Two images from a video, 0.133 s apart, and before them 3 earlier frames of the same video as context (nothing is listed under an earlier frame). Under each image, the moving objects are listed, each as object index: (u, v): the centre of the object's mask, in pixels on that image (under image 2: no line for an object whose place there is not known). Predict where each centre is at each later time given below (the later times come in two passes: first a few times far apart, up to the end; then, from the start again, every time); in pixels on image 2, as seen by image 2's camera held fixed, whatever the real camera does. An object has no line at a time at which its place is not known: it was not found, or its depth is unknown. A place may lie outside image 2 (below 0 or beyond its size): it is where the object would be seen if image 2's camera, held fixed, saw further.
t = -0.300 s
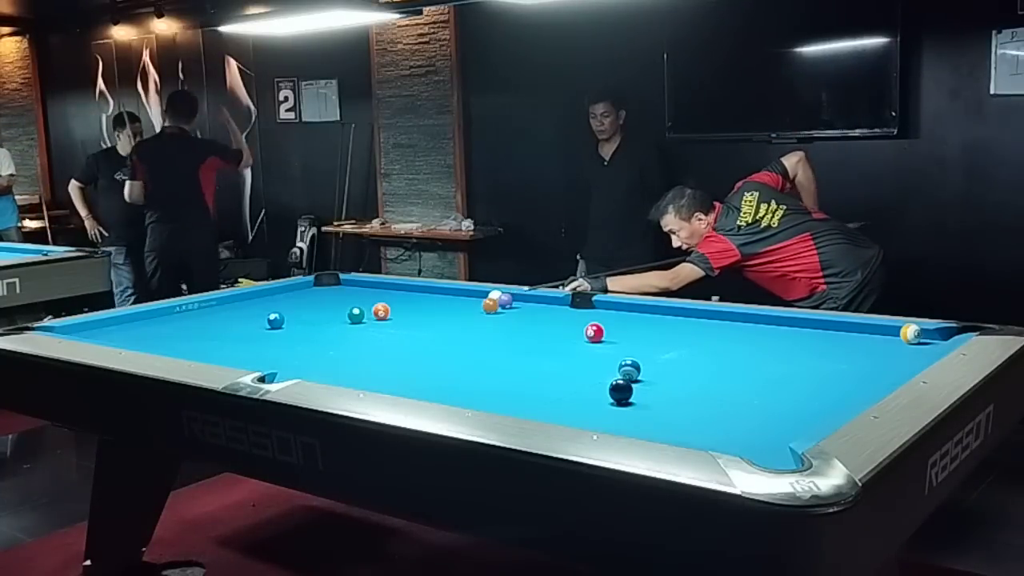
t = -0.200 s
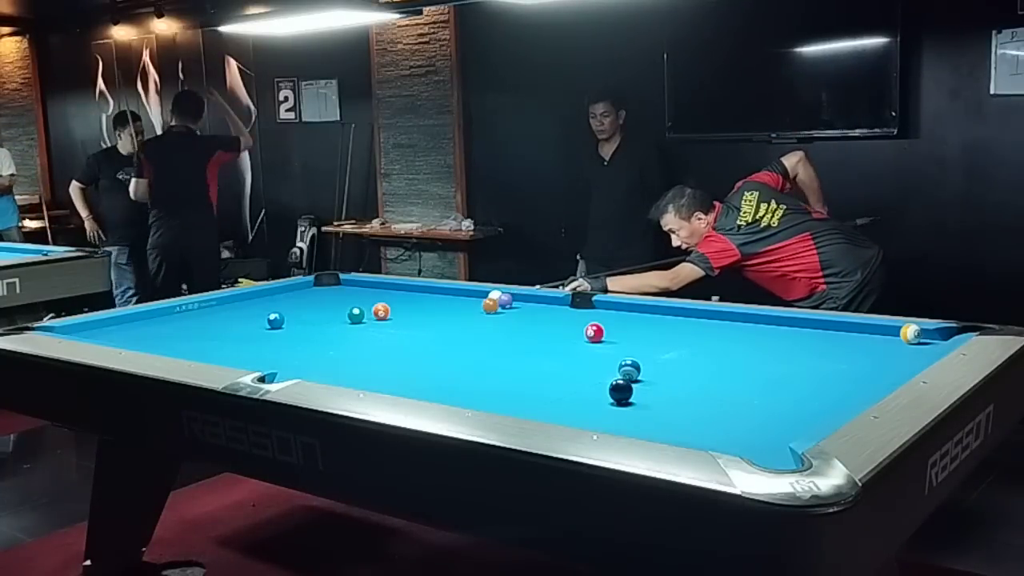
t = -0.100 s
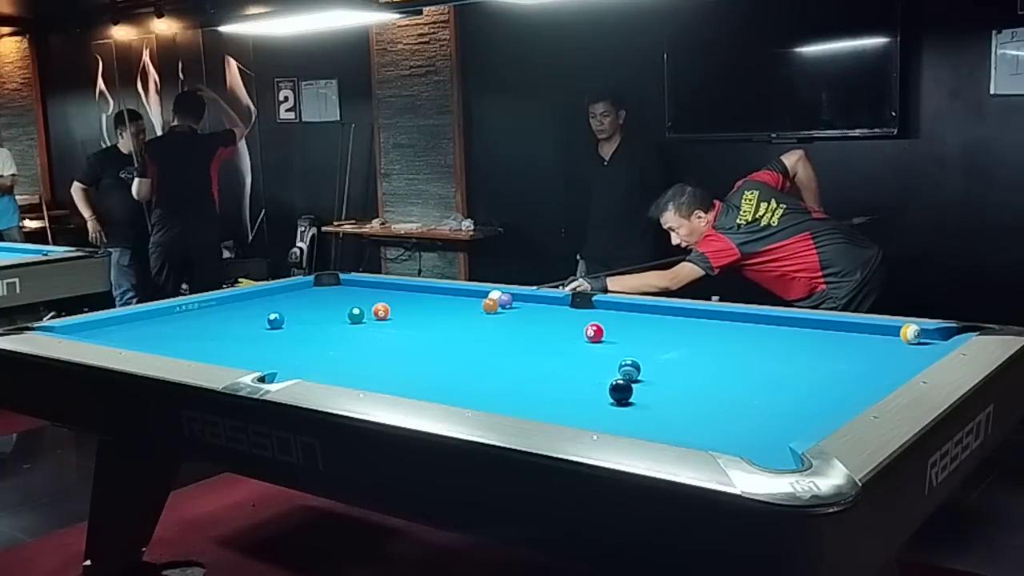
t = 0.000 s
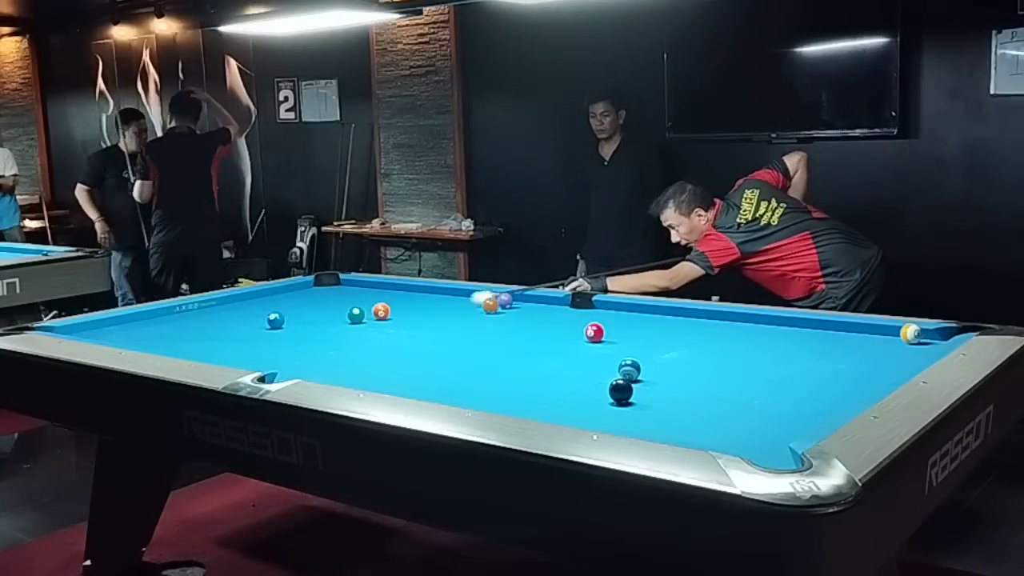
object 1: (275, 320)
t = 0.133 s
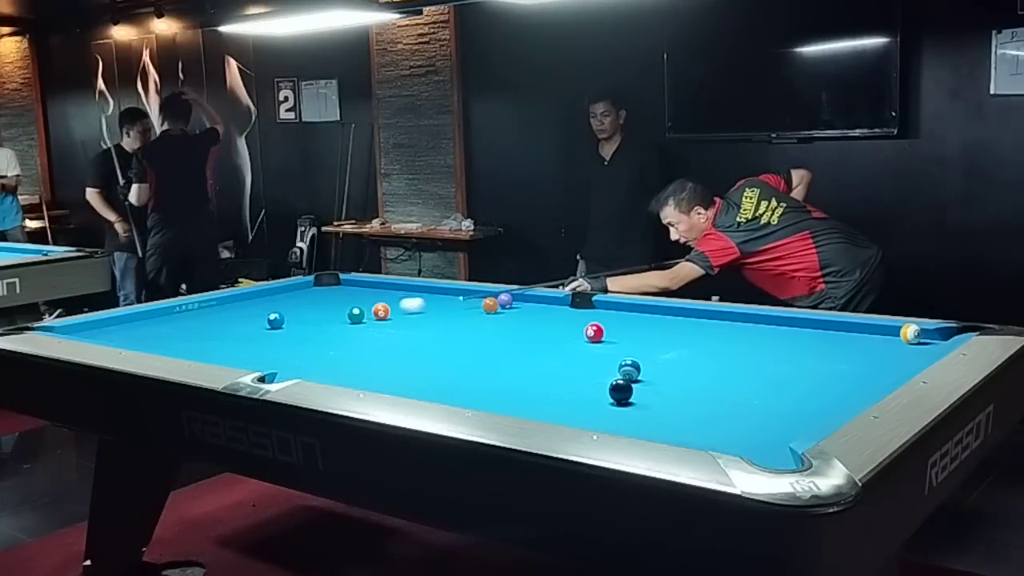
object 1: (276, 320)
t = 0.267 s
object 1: (275, 320)
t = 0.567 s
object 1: (222, 333)
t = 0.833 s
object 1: (157, 345)
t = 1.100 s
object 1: (183, 343)
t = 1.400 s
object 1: (219, 335)
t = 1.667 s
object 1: (248, 328)
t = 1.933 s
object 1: (274, 322)
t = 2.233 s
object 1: (301, 316)
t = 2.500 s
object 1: (322, 311)
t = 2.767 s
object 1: (341, 307)
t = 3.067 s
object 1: (360, 302)
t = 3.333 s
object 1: (376, 298)
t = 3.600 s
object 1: (390, 296)
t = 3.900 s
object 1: (404, 293)
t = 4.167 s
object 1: (416, 291)
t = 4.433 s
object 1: (423, 289)
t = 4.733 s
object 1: (417, 290)
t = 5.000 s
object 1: (411, 291)
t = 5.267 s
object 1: (408, 292)
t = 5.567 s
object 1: (404, 293)
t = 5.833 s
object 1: (403, 293)
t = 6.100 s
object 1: (402, 293)
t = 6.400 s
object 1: (402, 293)
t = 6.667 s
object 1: (402, 294)
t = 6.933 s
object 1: (402, 293)
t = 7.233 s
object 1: (402, 293)
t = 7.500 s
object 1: (402, 293)
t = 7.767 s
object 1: (402, 294)
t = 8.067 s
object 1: (402, 293)
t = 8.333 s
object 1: (402, 293)
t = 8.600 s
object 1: (402, 294)
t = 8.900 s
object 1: (402, 293)
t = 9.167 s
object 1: (402, 293)
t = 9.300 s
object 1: (402, 294)
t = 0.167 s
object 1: (275, 320)
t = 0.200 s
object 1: (275, 320)
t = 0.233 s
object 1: (275, 320)
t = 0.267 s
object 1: (275, 320)
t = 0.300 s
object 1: (275, 320)
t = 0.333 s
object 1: (275, 320)
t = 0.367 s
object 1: (271, 321)
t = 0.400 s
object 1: (262, 323)
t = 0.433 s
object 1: (254, 326)
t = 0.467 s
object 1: (245, 328)
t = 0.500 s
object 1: (237, 330)
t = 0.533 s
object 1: (228, 332)
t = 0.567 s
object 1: (222, 333)
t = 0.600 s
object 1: (214, 335)
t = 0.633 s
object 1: (206, 336)
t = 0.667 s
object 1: (198, 339)
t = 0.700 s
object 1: (190, 341)
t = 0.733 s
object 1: (182, 343)
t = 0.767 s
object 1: (175, 344)
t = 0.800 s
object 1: (167, 344)
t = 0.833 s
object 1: (157, 345)
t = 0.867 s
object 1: (150, 345)
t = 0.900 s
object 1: (154, 345)
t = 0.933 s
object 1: (160, 345)
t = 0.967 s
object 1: (164, 345)
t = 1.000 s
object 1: (169, 344)
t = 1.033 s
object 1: (174, 344)
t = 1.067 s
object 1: (178, 344)
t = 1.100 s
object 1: (183, 343)
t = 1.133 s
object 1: (186, 342)
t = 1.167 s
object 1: (190, 341)
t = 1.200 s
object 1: (194, 340)
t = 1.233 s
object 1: (199, 339)
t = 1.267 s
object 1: (203, 338)
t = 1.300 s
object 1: (207, 338)
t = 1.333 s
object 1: (211, 337)
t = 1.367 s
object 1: (215, 336)
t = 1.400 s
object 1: (219, 335)
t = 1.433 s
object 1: (223, 334)
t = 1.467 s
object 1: (227, 333)
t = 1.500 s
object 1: (230, 332)
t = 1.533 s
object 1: (234, 331)
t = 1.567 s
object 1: (237, 331)
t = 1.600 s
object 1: (241, 330)
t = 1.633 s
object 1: (245, 329)
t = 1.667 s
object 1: (248, 328)
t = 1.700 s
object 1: (252, 327)
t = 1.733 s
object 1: (255, 327)
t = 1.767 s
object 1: (258, 326)
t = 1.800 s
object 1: (262, 325)
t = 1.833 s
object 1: (265, 324)
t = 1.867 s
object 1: (269, 323)
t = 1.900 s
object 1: (272, 323)
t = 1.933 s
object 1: (274, 322)
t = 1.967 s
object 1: (277, 322)
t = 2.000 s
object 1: (280, 321)
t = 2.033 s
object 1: (284, 320)
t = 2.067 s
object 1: (286, 320)
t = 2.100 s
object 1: (290, 319)
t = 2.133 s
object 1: (292, 318)
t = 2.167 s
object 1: (295, 317)
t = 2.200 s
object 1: (298, 317)
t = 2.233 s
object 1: (301, 316)
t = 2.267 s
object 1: (304, 315)
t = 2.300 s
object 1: (307, 315)
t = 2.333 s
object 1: (310, 314)
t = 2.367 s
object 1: (312, 314)
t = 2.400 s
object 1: (314, 313)
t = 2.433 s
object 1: (317, 313)
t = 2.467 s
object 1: (319, 312)
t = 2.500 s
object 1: (322, 311)
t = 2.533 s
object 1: (324, 311)
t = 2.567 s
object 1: (327, 310)
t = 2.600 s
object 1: (329, 310)
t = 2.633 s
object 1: (331, 309)
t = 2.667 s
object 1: (334, 309)
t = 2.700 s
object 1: (336, 309)
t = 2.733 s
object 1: (339, 308)
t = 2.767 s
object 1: (341, 307)
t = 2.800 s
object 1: (343, 306)
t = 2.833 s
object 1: (345, 306)
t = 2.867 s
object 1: (347, 305)
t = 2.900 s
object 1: (349, 304)
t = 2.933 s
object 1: (351, 304)
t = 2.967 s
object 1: (354, 303)
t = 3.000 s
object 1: (356, 303)
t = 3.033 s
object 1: (358, 302)
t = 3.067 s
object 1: (360, 302)
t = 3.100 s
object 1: (362, 302)
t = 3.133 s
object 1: (365, 302)
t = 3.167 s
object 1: (366, 302)
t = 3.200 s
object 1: (368, 302)
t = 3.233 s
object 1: (369, 301)
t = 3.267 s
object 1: (372, 300)
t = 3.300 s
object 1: (374, 299)
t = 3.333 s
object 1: (376, 298)
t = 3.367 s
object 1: (378, 298)
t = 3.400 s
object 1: (380, 297)
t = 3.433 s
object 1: (382, 297)
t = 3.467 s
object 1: (384, 297)
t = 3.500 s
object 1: (385, 297)
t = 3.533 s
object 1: (387, 297)
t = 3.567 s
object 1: (388, 297)
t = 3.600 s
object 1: (390, 296)
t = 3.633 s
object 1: (391, 296)
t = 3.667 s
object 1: (393, 295)
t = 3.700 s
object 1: (395, 295)
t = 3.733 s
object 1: (396, 295)
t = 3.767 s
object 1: (398, 295)
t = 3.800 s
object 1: (399, 295)
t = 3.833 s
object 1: (401, 294)
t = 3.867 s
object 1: (403, 293)
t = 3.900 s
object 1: (404, 293)
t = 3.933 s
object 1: (405, 293)
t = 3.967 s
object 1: (407, 293)
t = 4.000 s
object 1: (409, 292)
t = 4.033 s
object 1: (410, 292)
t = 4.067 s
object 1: (412, 291)
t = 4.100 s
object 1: (413, 291)
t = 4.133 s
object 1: (414, 291)
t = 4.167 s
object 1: (416, 291)
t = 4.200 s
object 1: (417, 290)
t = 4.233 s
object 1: (419, 290)
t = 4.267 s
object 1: (420, 290)
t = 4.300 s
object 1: (421, 289)
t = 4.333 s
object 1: (423, 289)
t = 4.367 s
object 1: (424, 289)
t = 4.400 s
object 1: (424, 289)
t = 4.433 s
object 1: (423, 289)
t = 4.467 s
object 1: (422, 289)
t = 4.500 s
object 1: (422, 289)
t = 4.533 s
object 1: (421, 290)
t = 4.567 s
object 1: (420, 290)
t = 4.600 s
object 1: (420, 290)
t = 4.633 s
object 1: (419, 290)
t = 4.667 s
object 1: (418, 290)
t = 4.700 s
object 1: (417, 290)
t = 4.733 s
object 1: (417, 290)
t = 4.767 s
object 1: (416, 290)
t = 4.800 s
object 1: (415, 291)
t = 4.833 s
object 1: (415, 291)
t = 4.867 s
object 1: (414, 291)
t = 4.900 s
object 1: (414, 291)
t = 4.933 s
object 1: (413, 291)
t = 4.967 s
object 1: (412, 291)
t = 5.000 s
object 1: (411, 291)
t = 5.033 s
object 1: (411, 291)
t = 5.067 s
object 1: (411, 291)
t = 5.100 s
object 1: (410, 292)
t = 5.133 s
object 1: (409, 292)
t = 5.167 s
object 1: (409, 292)
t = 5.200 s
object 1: (408, 292)
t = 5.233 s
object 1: (408, 292)
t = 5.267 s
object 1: (408, 292)
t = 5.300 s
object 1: (407, 292)
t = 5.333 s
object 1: (406, 293)
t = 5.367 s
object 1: (406, 293)
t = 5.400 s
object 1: (406, 293)
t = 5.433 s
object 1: (406, 293)
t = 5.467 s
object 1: (405, 293)
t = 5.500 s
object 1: (405, 293)
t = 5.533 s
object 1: (405, 293)
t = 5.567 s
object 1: (404, 293)
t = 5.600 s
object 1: (405, 293)
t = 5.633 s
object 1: (404, 293)
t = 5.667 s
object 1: (404, 293)
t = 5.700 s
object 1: (404, 293)
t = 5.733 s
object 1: (403, 293)
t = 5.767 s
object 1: (403, 293)
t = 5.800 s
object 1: (403, 293)
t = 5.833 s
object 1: (403, 293)
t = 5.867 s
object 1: (403, 293)
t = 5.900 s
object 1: (403, 293)
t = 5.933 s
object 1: (403, 293)
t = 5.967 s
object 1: (403, 293)
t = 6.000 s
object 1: (402, 293)
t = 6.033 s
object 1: (402, 293)
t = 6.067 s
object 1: (402, 293)
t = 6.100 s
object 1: (402, 293)
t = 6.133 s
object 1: (402, 293)
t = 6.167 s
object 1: (402, 293)
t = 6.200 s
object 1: (402, 293)
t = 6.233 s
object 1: (402, 293)
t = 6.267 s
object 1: (402, 293)
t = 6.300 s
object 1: (402, 293)
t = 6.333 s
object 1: (402, 293)
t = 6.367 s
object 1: (402, 293)
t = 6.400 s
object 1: (402, 293)
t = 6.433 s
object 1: (402, 294)
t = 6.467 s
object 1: (402, 293)
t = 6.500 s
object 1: (402, 293)
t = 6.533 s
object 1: (402, 293)
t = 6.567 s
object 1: (402, 294)
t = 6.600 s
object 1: (402, 293)
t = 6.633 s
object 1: (402, 293)
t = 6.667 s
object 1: (402, 294)
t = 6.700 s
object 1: (402, 294)
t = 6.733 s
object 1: (402, 293)
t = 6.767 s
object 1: (402, 293)
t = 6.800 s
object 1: (402, 293)
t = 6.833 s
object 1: (402, 293)
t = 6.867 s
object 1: (402, 293)
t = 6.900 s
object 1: (402, 293)
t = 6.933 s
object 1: (402, 293)
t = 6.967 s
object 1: (402, 293)
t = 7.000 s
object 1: (402, 293)
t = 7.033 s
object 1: (402, 294)
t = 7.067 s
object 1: (402, 294)
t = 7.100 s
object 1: (402, 293)
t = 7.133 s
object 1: (402, 293)
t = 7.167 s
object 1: (402, 293)
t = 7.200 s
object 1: (402, 293)
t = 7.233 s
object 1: (402, 293)
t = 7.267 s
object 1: (402, 293)
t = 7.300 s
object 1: (402, 294)
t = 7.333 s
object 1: (402, 293)
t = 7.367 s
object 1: (402, 293)
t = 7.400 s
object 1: (402, 293)
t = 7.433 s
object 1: (402, 293)
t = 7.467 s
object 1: (402, 293)
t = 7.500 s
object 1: (402, 293)
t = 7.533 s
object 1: (402, 293)
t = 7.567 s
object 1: (402, 293)
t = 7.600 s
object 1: (402, 293)
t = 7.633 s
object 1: (402, 293)
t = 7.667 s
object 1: (402, 293)
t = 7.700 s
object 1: (402, 293)
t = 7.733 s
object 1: (402, 294)
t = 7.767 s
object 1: (402, 294)
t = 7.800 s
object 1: (402, 293)
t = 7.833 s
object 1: (402, 293)
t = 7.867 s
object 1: (402, 294)
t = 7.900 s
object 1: (402, 293)
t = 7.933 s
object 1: (402, 293)
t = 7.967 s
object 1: (402, 293)
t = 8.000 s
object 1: (402, 294)
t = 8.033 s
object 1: (402, 293)
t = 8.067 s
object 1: (402, 293)
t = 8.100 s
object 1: (402, 293)
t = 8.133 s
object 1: (402, 293)
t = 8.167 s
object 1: (402, 293)
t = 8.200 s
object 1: (402, 293)
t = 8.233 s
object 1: (402, 293)
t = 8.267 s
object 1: (402, 293)
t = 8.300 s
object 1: (402, 293)
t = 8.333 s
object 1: (402, 293)
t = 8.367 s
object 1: (402, 293)
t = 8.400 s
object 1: (402, 293)
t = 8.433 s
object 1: (402, 294)
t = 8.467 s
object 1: (402, 293)
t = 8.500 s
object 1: (402, 294)
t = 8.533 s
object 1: (402, 294)
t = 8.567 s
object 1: (402, 294)
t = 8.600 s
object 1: (402, 294)
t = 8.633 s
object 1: (402, 294)
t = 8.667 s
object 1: (402, 294)
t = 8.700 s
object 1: (402, 294)
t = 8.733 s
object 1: (402, 294)
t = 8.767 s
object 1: (402, 293)
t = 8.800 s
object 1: (402, 293)
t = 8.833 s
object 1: (402, 293)
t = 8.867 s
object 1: (402, 293)
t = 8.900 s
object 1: (402, 293)
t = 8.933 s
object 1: (402, 293)
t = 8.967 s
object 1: (401, 294)
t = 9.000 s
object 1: (401, 294)
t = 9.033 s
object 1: (402, 294)
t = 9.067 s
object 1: (402, 294)
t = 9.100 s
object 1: (402, 294)
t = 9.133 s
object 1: (402, 293)
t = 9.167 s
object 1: (402, 293)
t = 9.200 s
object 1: (402, 293)
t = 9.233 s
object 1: (402, 293)
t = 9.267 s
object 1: (402, 294)
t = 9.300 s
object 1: (402, 294)
